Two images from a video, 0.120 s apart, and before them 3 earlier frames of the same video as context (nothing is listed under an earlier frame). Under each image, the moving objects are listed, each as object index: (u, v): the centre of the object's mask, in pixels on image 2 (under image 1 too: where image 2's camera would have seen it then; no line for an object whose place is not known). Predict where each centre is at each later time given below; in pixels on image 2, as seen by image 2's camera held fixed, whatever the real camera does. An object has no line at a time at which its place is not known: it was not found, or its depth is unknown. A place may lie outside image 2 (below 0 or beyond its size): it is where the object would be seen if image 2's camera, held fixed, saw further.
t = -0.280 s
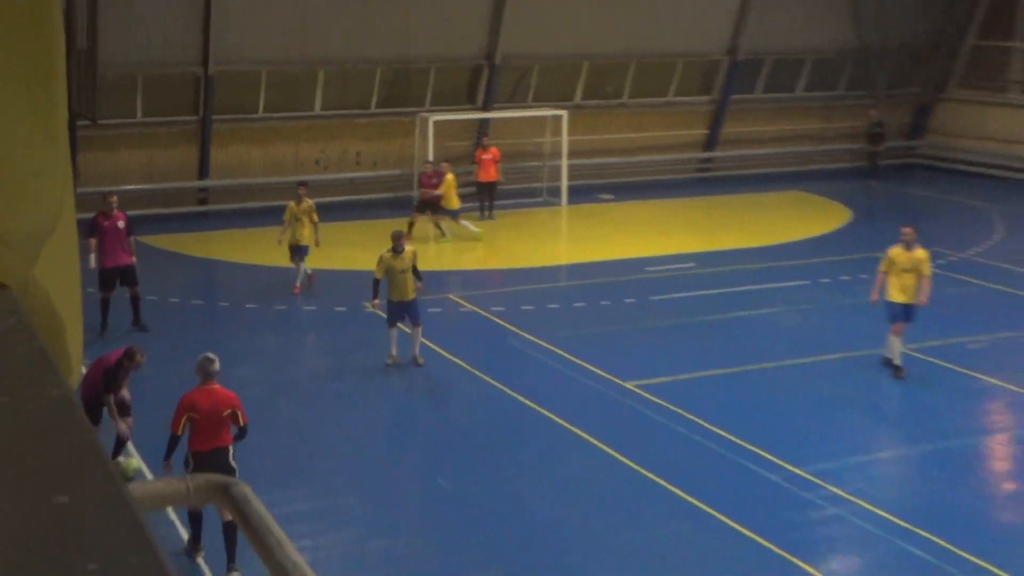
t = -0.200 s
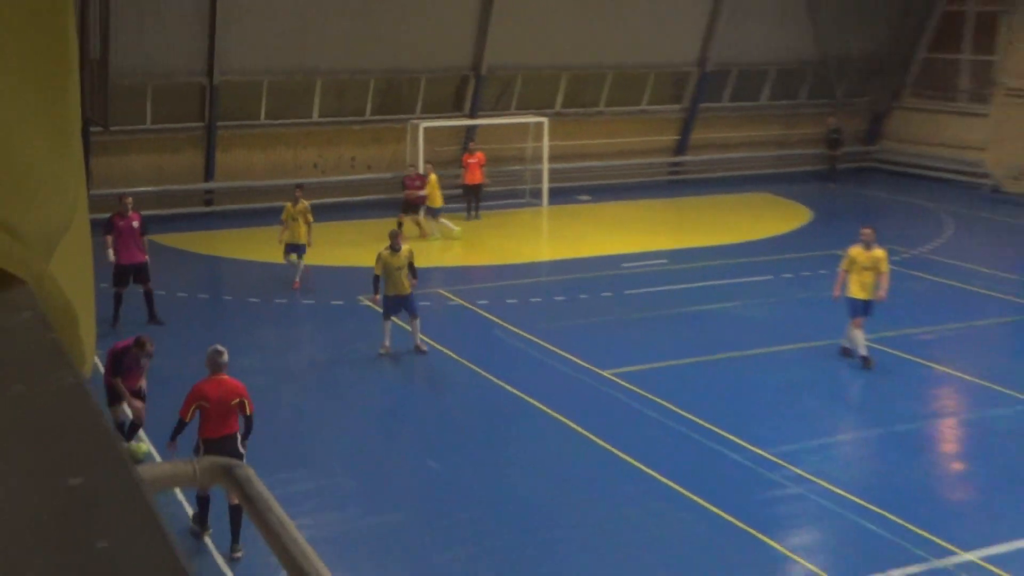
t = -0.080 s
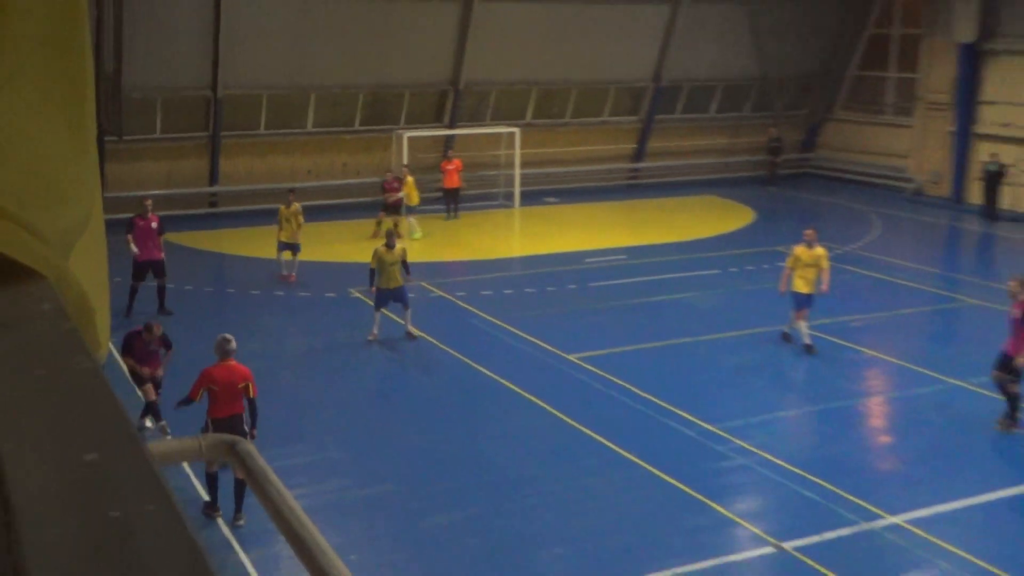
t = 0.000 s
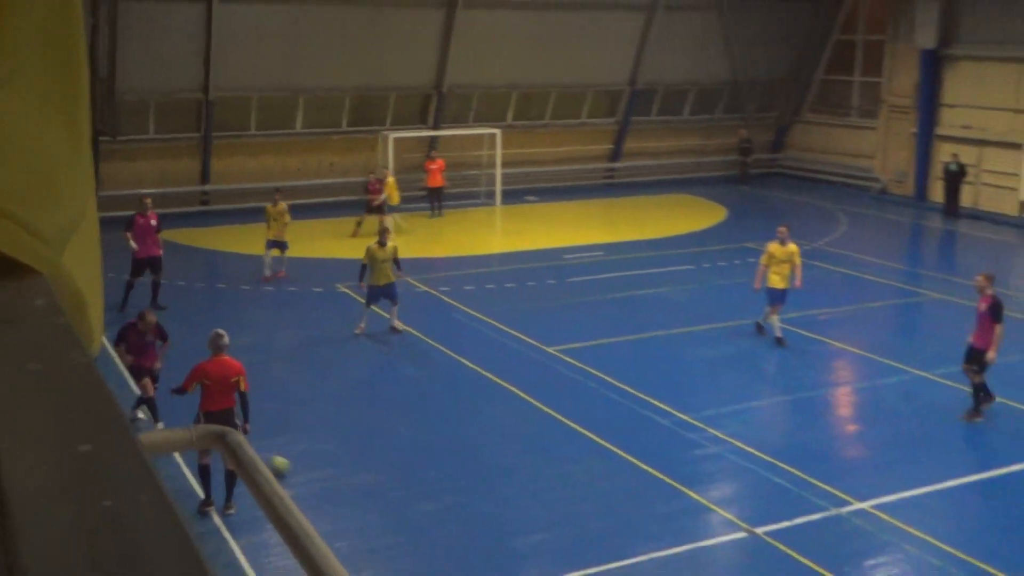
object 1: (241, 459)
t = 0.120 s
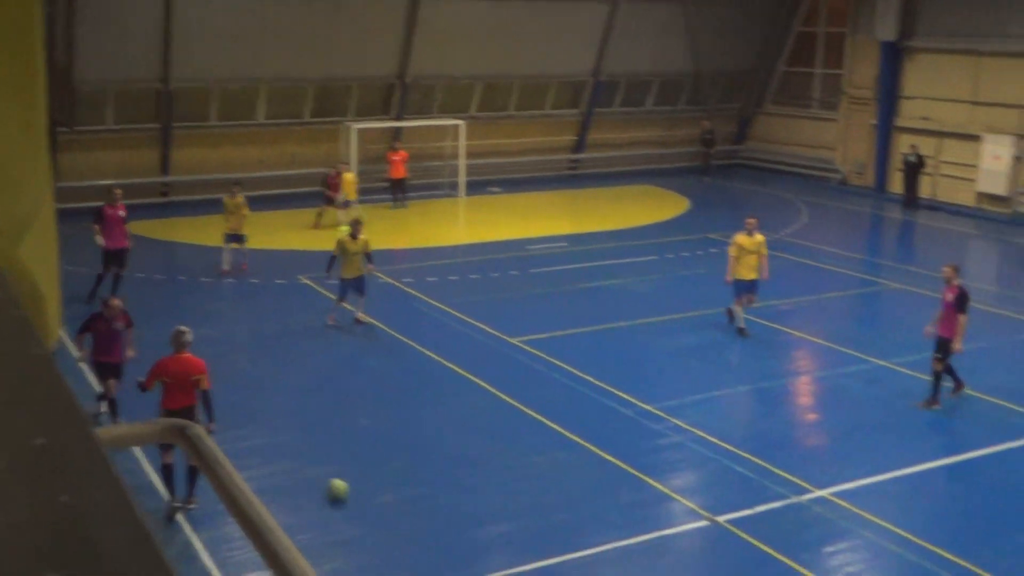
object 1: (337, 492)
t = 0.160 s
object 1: (373, 502)
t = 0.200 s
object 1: (409, 514)
